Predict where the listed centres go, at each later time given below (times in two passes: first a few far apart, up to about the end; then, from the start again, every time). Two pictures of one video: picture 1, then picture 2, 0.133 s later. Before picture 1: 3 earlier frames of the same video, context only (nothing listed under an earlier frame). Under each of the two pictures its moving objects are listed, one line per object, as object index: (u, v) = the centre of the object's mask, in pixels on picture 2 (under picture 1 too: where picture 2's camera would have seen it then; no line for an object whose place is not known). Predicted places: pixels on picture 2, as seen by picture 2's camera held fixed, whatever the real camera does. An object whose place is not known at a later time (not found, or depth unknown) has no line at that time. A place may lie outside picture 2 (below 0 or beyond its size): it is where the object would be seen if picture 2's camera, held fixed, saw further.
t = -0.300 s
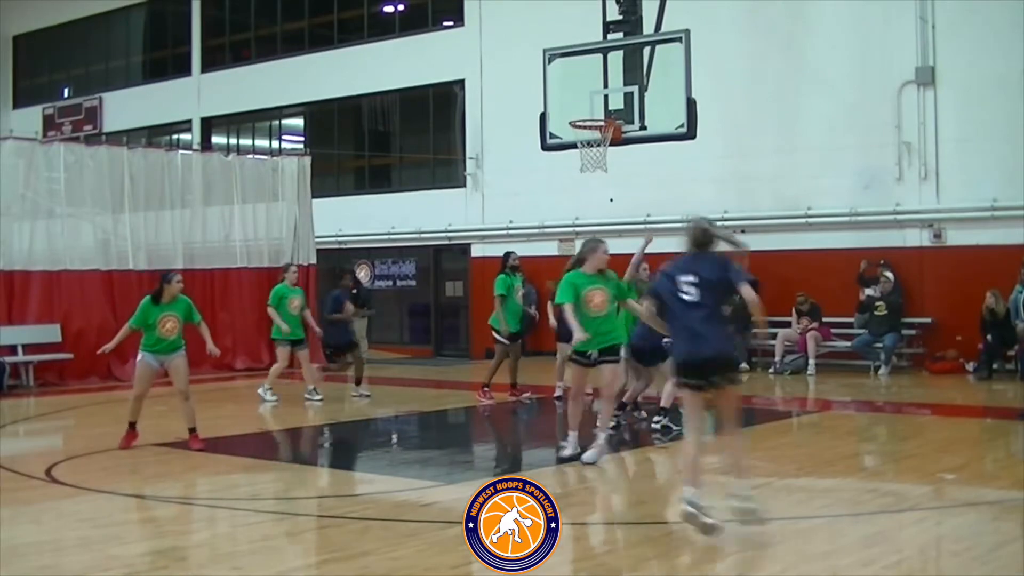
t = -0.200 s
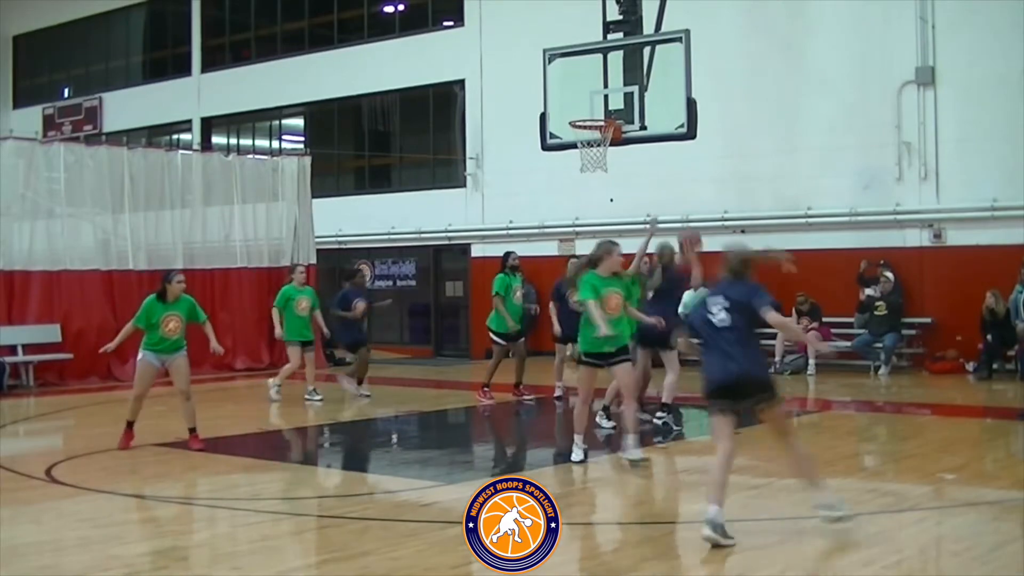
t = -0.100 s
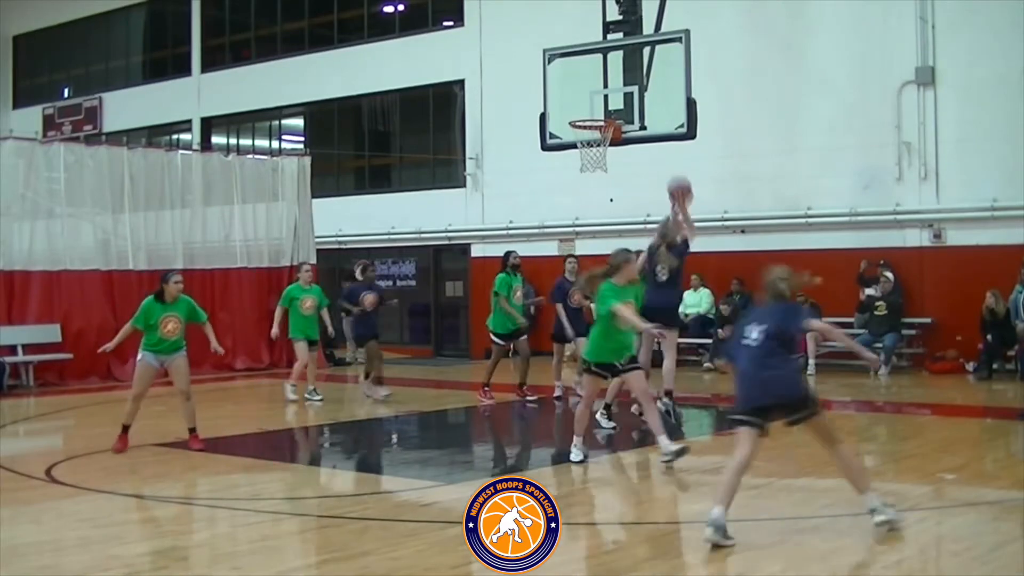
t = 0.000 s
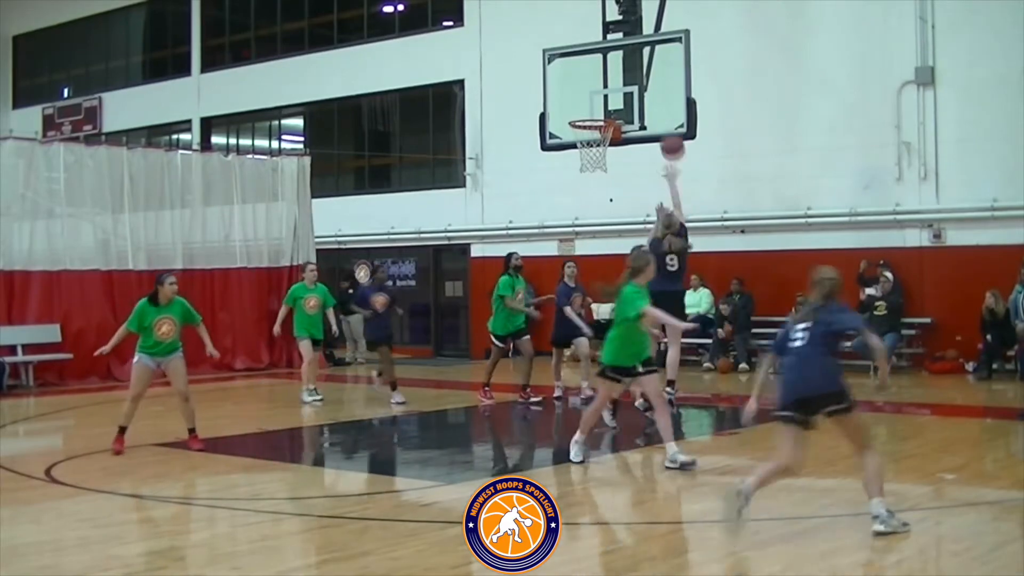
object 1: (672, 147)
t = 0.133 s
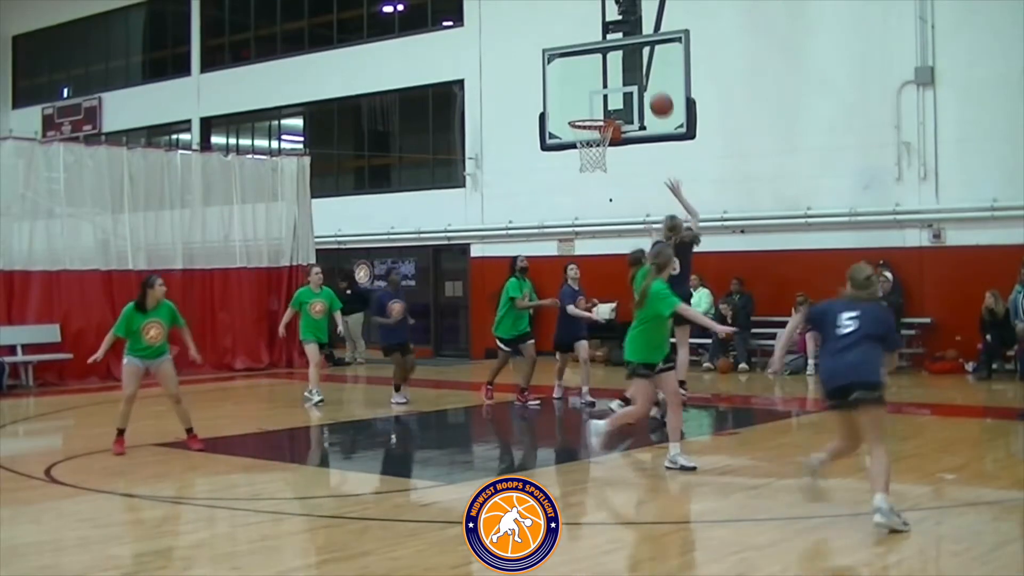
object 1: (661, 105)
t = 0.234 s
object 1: (654, 88)
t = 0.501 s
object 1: (620, 90)
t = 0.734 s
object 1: (586, 99)
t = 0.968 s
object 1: (561, 120)
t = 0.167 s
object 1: (659, 98)
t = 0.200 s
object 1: (657, 92)
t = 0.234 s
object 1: (654, 88)
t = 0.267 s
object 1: (652, 84)
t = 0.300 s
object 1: (650, 82)
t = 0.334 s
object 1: (648, 80)
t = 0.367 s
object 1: (646, 79)
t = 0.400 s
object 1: (639, 81)
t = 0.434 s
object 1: (633, 82)
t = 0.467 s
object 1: (625, 86)
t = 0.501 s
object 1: (620, 90)
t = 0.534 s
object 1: (613, 95)
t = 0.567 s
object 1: (607, 102)
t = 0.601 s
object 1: (600, 108)
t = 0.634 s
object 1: (596, 104)
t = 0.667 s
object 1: (593, 102)
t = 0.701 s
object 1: (589, 100)
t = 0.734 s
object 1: (586, 99)
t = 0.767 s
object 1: (582, 99)
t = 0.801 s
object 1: (578, 100)
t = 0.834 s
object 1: (575, 102)
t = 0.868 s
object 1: (571, 105)
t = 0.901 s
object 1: (568, 109)
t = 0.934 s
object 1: (565, 114)
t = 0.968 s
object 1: (561, 120)
